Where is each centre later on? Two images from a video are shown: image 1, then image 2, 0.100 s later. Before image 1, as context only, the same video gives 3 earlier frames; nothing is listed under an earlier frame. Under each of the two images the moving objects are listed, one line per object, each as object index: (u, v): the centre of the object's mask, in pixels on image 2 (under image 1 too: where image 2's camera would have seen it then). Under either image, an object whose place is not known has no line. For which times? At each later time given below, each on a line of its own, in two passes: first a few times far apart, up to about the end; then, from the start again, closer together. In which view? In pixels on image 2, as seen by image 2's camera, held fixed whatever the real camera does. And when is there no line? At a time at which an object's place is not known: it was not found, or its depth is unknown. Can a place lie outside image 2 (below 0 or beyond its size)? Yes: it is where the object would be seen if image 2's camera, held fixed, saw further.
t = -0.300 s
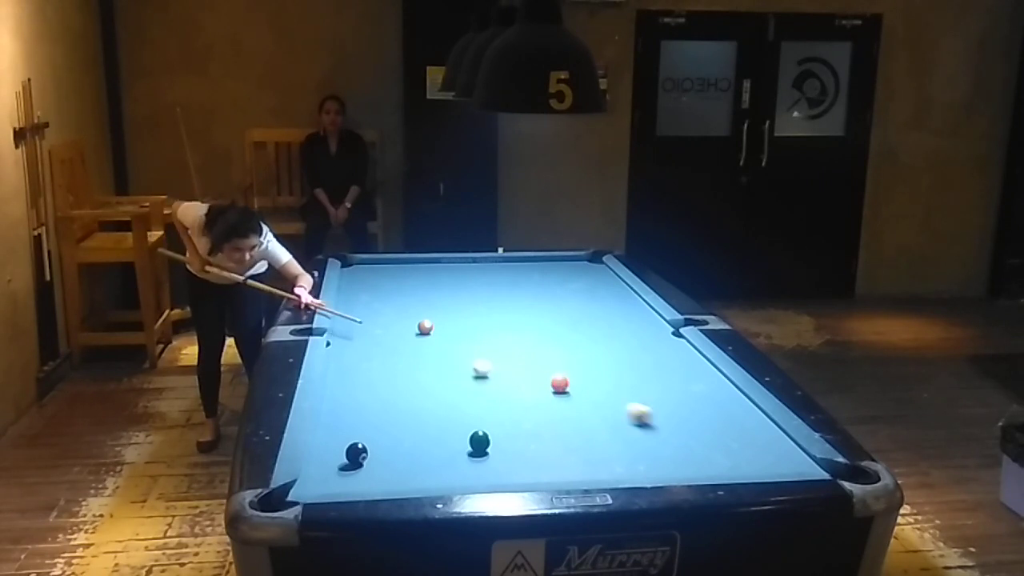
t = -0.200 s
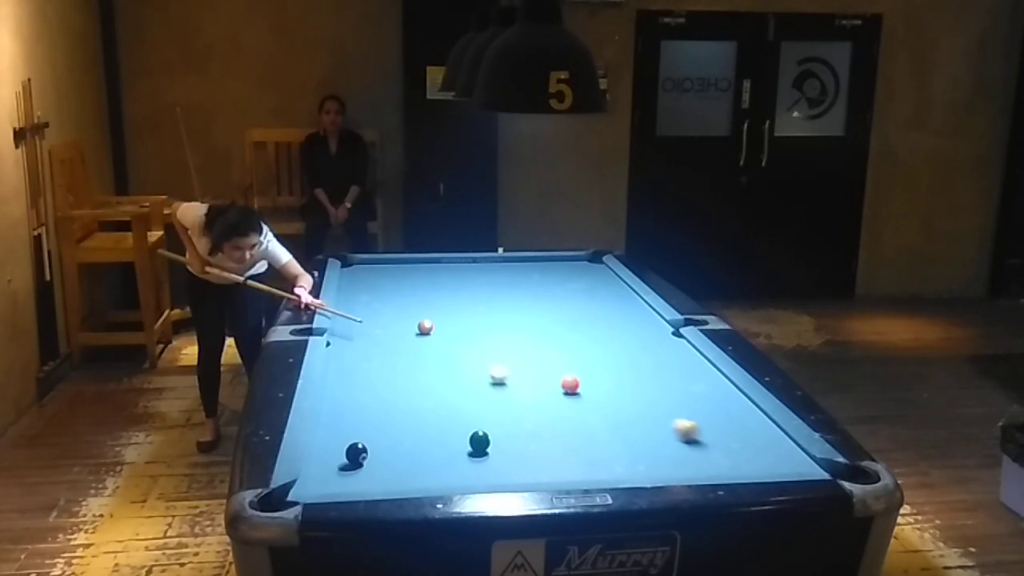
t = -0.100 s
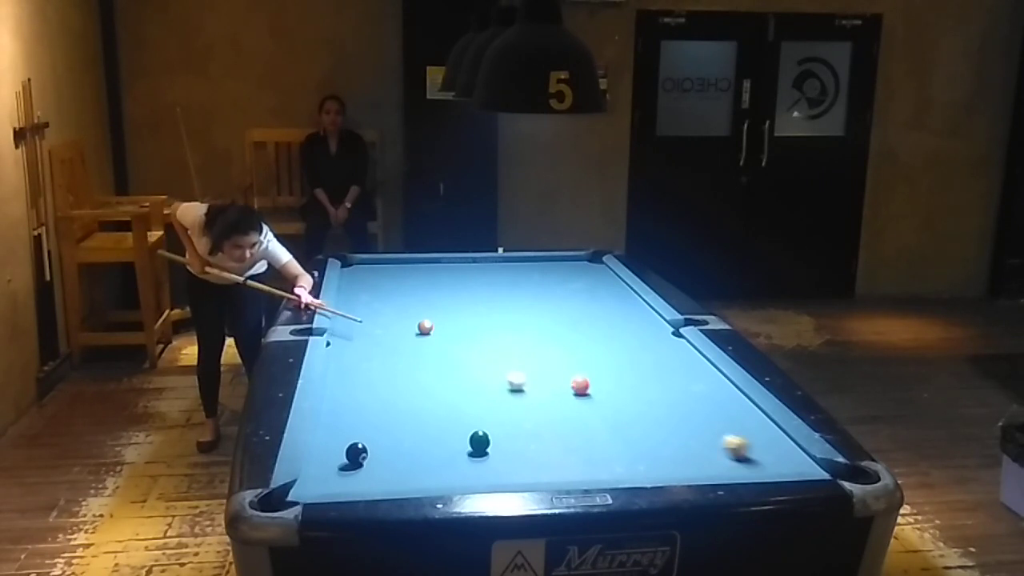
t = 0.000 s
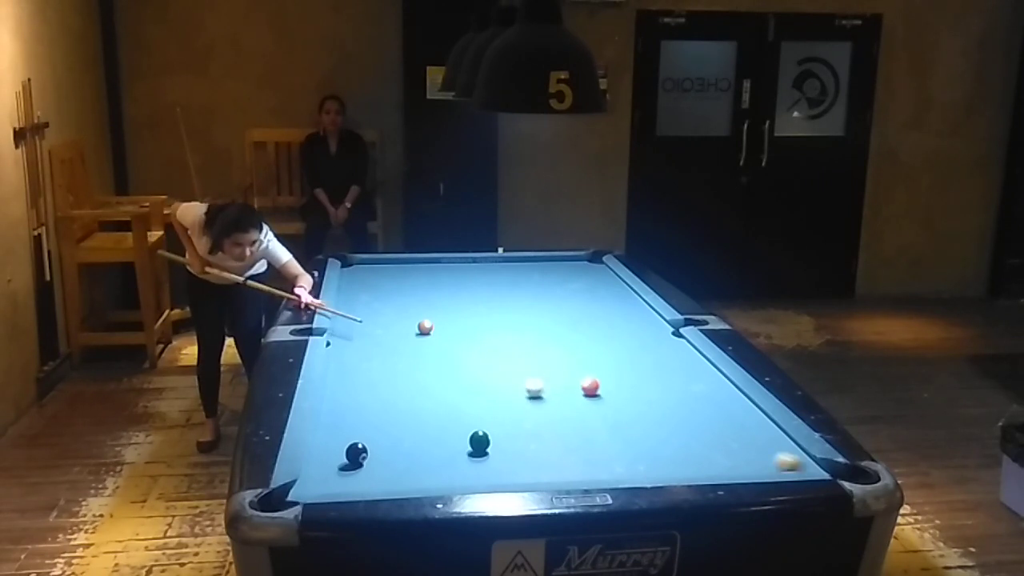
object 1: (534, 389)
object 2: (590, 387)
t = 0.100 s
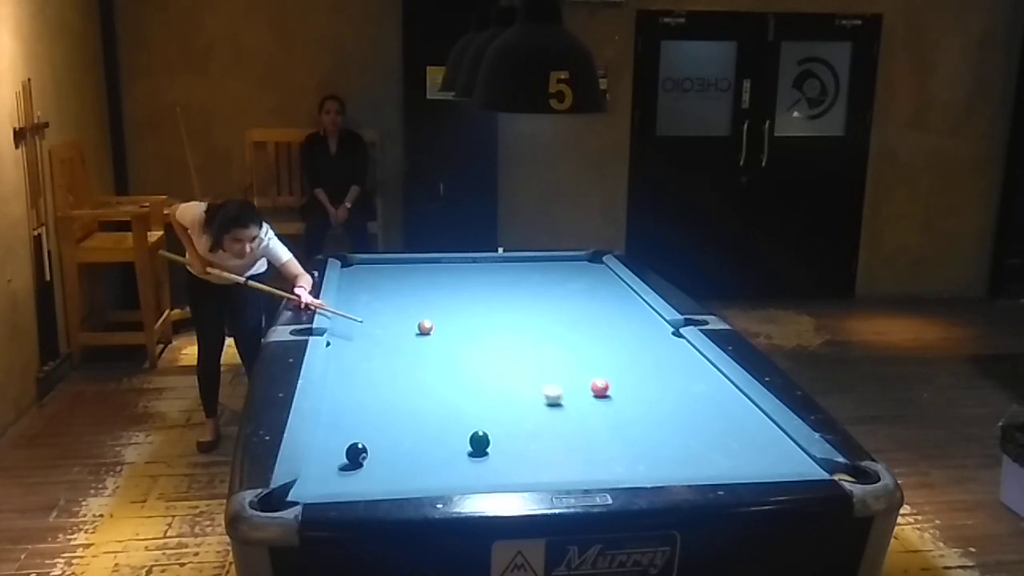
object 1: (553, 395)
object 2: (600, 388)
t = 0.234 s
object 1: (578, 404)
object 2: (612, 388)
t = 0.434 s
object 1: (618, 419)
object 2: (630, 390)
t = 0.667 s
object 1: (669, 438)
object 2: (649, 391)
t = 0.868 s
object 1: (713, 455)
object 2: (664, 393)
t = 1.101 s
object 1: (760, 466)
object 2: (680, 394)
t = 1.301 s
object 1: (768, 459)
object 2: (693, 395)
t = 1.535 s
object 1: (775, 446)
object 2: (706, 395)
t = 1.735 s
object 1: (780, 437)
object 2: (716, 396)
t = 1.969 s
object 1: (764, 431)
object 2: (726, 397)
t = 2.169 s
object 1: (753, 426)
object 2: (733, 397)
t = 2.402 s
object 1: (741, 420)
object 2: (739, 398)
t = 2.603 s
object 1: (732, 417)
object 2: (738, 398)
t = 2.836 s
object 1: (724, 413)
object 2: (738, 398)
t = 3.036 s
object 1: (718, 410)
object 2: (739, 398)
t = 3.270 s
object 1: (713, 407)
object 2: (739, 398)
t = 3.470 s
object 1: (708, 406)
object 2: (739, 398)
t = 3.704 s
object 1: (705, 404)
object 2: (739, 398)
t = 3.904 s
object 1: (703, 404)
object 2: (739, 398)
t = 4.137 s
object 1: (702, 403)
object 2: (739, 398)
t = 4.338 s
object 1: (702, 404)
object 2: (739, 398)
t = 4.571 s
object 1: (702, 404)
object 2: (739, 398)
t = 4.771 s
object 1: (702, 404)
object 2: (739, 398)
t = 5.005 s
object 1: (702, 404)
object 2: (739, 398)
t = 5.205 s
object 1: (702, 404)
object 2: (739, 398)
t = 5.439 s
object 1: (702, 404)
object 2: (739, 398)
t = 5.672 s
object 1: (702, 404)
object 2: (739, 398)
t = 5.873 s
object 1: (702, 404)
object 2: (739, 398)
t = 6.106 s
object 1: (702, 404)
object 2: (739, 398)
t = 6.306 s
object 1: (702, 404)
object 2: (739, 398)
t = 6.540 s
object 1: (702, 404)
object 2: (739, 398)
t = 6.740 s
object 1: (702, 404)
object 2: (739, 398)
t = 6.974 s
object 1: (702, 404)
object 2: (739, 398)
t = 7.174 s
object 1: (702, 404)
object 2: (739, 398)
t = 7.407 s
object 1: (702, 404)
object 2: (739, 398)
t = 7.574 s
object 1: (702, 404)
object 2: (739, 398)
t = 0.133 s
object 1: (559, 397)
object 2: (603, 388)
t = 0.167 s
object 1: (565, 399)
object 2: (606, 388)
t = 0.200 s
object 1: (572, 401)
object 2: (609, 388)
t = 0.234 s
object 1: (578, 404)
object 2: (612, 388)
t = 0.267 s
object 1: (585, 407)
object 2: (615, 389)
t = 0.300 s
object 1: (591, 409)
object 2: (618, 389)
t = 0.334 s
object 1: (598, 412)
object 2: (621, 389)
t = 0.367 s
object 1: (605, 414)
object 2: (624, 389)
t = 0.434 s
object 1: (618, 419)
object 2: (630, 390)
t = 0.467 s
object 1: (625, 421)
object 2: (633, 390)
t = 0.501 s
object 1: (632, 424)
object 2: (635, 390)
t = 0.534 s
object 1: (639, 427)
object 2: (638, 390)
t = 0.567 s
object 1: (646, 430)
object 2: (641, 391)
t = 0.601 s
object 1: (654, 432)
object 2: (644, 391)
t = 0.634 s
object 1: (661, 435)
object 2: (646, 391)
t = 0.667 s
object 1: (669, 438)
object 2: (649, 391)
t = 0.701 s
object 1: (675, 440)
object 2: (651, 392)
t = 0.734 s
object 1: (683, 444)
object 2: (654, 392)
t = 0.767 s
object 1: (691, 446)
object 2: (657, 392)
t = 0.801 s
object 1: (698, 449)
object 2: (659, 392)
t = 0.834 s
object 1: (705, 452)
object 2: (661, 392)
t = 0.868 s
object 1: (713, 455)
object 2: (664, 393)
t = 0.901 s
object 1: (721, 458)
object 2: (666, 393)
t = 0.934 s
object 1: (729, 461)
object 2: (669, 393)
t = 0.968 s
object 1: (737, 463)
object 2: (671, 393)
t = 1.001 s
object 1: (744, 464)
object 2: (674, 393)
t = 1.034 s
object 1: (752, 466)
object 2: (676, 394)
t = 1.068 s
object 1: (759, 467)
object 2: (678, 394)
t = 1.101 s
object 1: (760, 466)
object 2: (680, 394)
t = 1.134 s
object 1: (762, 465)
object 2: (683, 394)
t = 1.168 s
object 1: (763, 464)
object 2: (685, 394)
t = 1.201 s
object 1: (765, 463)
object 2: (687, 394)
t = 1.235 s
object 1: (766, 462)
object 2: (689, 394)
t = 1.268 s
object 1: (767, 460)
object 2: (691, 394)
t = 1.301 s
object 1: (768, 459)
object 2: (693, 395)
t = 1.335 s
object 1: (769, 457)
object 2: (695, 395)
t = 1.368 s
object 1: (770, 455)
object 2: (697, 395)
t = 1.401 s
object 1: (771, 453)
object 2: (699, 395)
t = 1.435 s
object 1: (772, 452)
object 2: (701, 395)
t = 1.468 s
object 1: (773, 450)
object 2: (702, 395)
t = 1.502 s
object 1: (774, 448)
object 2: (704, 395)
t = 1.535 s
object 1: (775, 446)
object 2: (706, 395)
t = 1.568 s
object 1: (776, 445)
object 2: (708, 396)
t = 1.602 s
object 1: (777, 443)
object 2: (710, 396)
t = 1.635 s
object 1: (778, 442)
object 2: (711, 396)
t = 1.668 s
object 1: (779, 440)
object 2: (713, 396)
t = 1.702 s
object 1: (780, 439)
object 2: (715, 396)
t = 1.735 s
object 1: (780, 437)
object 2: (716, 396)
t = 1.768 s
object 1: (778, 436)
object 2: (717, 396)
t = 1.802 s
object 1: (775, 435)
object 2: (719, 396)
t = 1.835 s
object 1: (773, 434)
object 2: (721, 396)
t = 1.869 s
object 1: (771, 433)
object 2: (722, 396)
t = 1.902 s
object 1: (769, 432)
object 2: (723, 397)
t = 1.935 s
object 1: (767, 432)
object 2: (725, 397)
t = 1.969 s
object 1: (764, 431)
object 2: (726, 397)
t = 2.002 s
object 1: (762, 430)
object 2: (727, 397)
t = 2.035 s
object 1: (760, 429)
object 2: (728, 397)
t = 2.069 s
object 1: (758, 428)
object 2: (730, 397)
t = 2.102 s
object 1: (756, 427)
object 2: (731, 397)
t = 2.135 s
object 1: (755, 426)
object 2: (732, 397)
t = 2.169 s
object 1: (753, 426)
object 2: (733, 397)
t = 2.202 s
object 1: (751, 425)
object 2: (734, 397)
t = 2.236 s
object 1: (749, 424)
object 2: (735, 397)
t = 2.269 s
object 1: (747, 423)
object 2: (736, 397)
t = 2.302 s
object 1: (746, 423)
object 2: (737, 397)
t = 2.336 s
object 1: (744, 422)
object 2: (738, 398)
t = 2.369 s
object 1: (743, 421)
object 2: (739, 398)
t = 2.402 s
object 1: (741, 420)
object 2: (739, 398)
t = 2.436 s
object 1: (739, 420)
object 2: (739, 398)
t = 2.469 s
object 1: (738, 419)
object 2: (739, 398)
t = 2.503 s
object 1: (736, 418)
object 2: (738, 398)
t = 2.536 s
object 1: (735, 418)
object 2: (738, 398)
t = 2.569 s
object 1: (734, 417)
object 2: (738, 398)
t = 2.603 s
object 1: (732, 417)
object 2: (738, 398)
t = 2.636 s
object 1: (731, 416)
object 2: (738, 398)
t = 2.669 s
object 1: (730, 415)
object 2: (738, 398)
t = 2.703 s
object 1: (728, 415)
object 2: (738, 398)
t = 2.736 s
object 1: (728, 414)
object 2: (738, 398)
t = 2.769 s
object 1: (726, 414)
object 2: (738, 398)
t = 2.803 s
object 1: (725, 413)
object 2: (738, 398)
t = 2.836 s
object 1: (724, 413)
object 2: (738, 398)
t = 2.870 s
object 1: (723, 412)
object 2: (738, 398)
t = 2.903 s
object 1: (722, 412)
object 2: (738, 398)
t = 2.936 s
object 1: (721, 411)
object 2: (738, 398)
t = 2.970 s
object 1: (720, 411)
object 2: (738, 398)
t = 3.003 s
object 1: (719, 410)
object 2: (738, 398)
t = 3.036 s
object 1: (718, 410)
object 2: (739, 398)
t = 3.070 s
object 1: (717, 409)
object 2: (739, 398)
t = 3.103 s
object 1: (716, 409)
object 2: (739, 398)
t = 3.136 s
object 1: (716, 409)
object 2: (739, 398)
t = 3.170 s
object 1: (715, 408)
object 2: (739, 398)
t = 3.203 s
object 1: (714, 408)
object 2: (739, 398)
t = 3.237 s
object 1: (713, 408)
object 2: (739, 398)
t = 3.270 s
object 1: (713, 407)
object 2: (739, 398)
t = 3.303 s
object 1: (712, 407)
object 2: (739, 398)
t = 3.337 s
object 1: (711, 407)
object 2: (739, 398)
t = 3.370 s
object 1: (710, 406)
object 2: (739, 398)
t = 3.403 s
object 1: (709, 406)
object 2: (739, 398)
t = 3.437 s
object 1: (709, 406)
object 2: (739, 398)
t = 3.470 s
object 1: (708, 406)
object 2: (739, 398)
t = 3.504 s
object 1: (708, 405)
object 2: (739, 398)
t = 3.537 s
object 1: (707, 405)
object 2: (739, 398)
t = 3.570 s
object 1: (707, 405)
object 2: (739, 398)
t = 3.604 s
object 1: (706, 405)
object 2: (739, 398)
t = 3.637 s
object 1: (706, 405)
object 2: (739, 398)
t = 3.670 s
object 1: (705, 404)
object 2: (739, 398)
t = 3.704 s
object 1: (705, 404)
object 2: (739, 398)
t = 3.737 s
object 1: (704, 404)
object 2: (739, 398)
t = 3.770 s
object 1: (704, 404)
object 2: (739, 398)
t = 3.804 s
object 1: (704, 404)
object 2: (739, 398)
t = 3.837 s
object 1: (703, 404)
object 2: (739, 398)
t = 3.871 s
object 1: (703, 404)
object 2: (739, 398)
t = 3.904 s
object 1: (703, 404)
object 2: (739, 398)
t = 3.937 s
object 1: (702, 404)
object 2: (739, 398)
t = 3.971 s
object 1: (702, 404)
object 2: (739, 398)
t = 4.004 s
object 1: (702, 404)
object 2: (739, 398)
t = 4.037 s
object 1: (702, 404)
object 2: (739, 398)
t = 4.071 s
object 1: (702, 404)
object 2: (739, 398)
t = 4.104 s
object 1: (702, 404)
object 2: (739, 398)
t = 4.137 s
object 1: (702, 403)
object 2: (739, 398)
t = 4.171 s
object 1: (702, 403)
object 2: (739, 398)
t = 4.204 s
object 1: (702, 404)
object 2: (739, 398)
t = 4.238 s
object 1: (702, 403)
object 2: (739, 398)
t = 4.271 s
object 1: (702, 404)
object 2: (739, 398)
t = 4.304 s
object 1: (702, 403)
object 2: (739, 398)
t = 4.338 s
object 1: (702, 404)
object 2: (739, 398)
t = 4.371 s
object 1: (702, 404)
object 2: (739, 398)
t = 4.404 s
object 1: (702, 403)
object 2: (739, 398)
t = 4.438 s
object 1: (702, 404)
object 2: (739, 398)
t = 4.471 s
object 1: (702, 404)
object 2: (739, 398)
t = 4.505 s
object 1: (702, 403)
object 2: (739, 398)
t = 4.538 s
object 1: (702, 404)
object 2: (739, 398)
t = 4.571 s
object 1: (702, 404)
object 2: (739, 398)
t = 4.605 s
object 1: (702, 404)
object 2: (739, 398)
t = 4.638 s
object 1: (702, 404)
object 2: (739, 398)
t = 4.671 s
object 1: (702, 404)
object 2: (739, 398)
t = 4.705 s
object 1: (702, 404)
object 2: (739, 398)
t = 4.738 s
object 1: (702, 404)
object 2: (739, 398)
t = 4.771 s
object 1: (702, 404)
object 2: (739, 398)
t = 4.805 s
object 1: (702, 404)
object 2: (739, 398)
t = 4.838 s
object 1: (702, 404)
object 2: (739, 398)
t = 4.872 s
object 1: (702, 404)
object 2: (739, 398)
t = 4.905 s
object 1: (702, 404)
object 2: (739, 398)
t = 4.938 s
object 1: (702, 404)
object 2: (739, 398)
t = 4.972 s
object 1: (702, 404)
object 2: (739, 398)
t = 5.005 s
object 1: (702, 404)
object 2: (739, 398)
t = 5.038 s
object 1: (702, 404)
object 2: (739, 398)
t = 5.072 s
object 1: (702, 404)
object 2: (739, 398)
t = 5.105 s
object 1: (702, 403)
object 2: (739, 398)
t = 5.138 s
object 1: (702, 403)
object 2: (739, 398)
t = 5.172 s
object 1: (702, 404)
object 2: (739, 398)
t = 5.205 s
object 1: (702, 404)
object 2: (739, 398)
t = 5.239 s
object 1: (702, 404)
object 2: (739, 398)
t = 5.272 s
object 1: (702, 404)
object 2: (739, 398)
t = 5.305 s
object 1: (702, 404)
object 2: (739, 398)
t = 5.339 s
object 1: (702, 404)
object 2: (739, 398)
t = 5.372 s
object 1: (702, 404)
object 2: (739, 398)
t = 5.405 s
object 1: (702, 404)
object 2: (739, 398)
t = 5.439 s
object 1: (702, 404)
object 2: (739, 398)
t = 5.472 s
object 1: (702, 404)
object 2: (739, 398)
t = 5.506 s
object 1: (702, 404)
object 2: (739, 398)
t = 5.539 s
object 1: (702, 404)
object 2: (739, 398)
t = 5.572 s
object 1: (702, 404)
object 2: (739, 398)
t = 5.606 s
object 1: (702, 404)
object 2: (739, 398)
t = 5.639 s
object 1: (702, 404)
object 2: (739, 398)
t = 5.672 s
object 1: (702, 404)
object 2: (739, 398)
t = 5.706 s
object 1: (702, 404)
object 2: (739, 398)
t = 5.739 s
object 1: (702, 404)
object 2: (739, 398)
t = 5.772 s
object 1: (702, 404)
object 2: (739, 398)
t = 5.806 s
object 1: (702, 404)
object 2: (739, 398)
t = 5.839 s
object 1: (702, 404)
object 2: (739, 398)
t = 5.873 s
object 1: (702, 404)
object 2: (739, 398)
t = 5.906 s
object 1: (702, 404)
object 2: (739, 398)
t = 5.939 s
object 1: (702, 404)
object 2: (739, 398)
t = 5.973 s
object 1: (702, 403)
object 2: (739, 398)
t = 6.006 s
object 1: (702, 404)
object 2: (739, 398)
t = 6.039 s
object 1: (702, 404)
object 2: (739, 398)
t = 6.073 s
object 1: (702, 404)
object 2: (739, 398)
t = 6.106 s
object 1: (702, 404)
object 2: (739, 398)
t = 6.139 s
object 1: (702, 404)
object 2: (739, 398)
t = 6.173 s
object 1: (702, 403)
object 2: (739, 398)
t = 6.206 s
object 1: (702, 404)
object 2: (739, 398)
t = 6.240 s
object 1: (702, 404)
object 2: (739, 398)
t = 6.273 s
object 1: (702, 404)
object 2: (739, 398)
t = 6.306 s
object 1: (702, 404)
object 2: (739, 398)
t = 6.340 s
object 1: (702, 404)
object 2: (739, 398)
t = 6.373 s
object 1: (702, 404)
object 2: (739, 398)
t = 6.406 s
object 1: (702, 404)
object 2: (739, 398)
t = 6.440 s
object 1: (702, 404)
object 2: (739, 398)
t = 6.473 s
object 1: (702, 404)
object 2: (739, 398)
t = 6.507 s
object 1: (702, 404)
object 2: (739, 398)
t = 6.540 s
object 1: (702, 404)
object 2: (739, 398)
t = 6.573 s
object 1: (702, 404)
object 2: (739, 398)
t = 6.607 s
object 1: (702, 404)
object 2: (739, 398)
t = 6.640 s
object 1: (702, 404)
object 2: (739, 398)
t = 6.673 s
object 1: (702, 404)
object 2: (739, 398)
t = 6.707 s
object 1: (702, 404)
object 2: (739, 398)
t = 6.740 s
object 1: (702, 404)
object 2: (739, 398)
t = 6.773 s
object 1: (702, 404)
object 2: (739, 398)
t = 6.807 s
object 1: (702, 404)
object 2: (739, 398)
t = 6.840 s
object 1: (702, 404)
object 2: (739, 398)
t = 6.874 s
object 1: (702, 404)
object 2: (739, 398)
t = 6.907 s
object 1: (702, 404)
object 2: (739, 398)
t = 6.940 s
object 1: (702, 404)
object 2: (739, 398)
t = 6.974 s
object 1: (702, 404)
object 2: (739, 398)
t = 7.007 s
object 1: (702, 404)
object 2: (739, 398)
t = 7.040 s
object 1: (702, 404)
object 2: (739, 398)
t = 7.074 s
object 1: (702, 404)
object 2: (739, 398)
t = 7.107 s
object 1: (702, 404)
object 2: (739, 398)
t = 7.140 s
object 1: (702, 404)
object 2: (739, 398)
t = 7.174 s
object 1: (702, 404)
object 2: (739, 398)
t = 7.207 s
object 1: (702, 404)
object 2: (739, 398)
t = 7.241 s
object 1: (702, 404)
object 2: (739, 398)
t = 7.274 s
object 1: (702, 404)
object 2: (739, 398)
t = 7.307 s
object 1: (702, 404)
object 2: (739, 398)
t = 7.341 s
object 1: (702, 404)
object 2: (739, 398)
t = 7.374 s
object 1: (702, 404)
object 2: (739, 398)
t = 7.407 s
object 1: (702, 404)
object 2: (739, 398)
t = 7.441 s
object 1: (702, 404)
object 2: (739, 398)
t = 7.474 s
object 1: (702, 403)
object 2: (739, 398)
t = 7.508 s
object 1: (702, 404)
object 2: (739, 398)
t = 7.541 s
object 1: (702, 404)
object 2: (739, 398)
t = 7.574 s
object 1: (702, 404)
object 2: (739, 398)
